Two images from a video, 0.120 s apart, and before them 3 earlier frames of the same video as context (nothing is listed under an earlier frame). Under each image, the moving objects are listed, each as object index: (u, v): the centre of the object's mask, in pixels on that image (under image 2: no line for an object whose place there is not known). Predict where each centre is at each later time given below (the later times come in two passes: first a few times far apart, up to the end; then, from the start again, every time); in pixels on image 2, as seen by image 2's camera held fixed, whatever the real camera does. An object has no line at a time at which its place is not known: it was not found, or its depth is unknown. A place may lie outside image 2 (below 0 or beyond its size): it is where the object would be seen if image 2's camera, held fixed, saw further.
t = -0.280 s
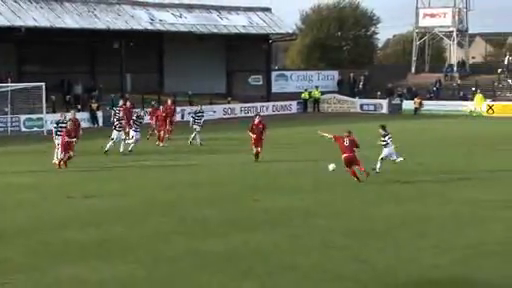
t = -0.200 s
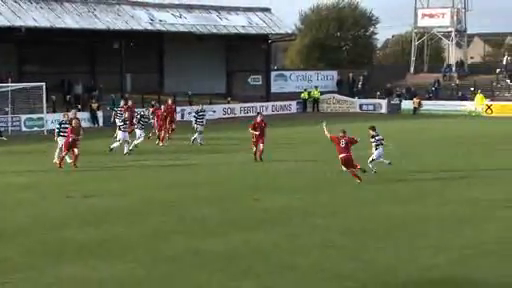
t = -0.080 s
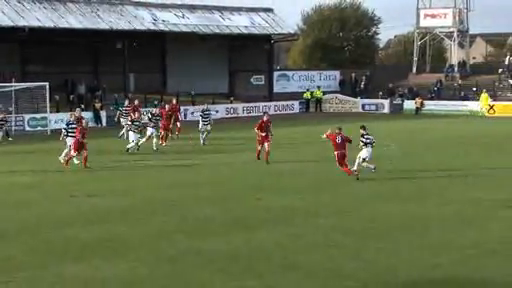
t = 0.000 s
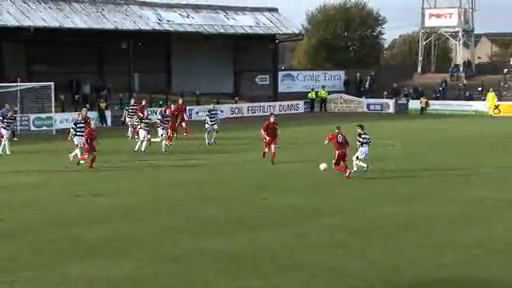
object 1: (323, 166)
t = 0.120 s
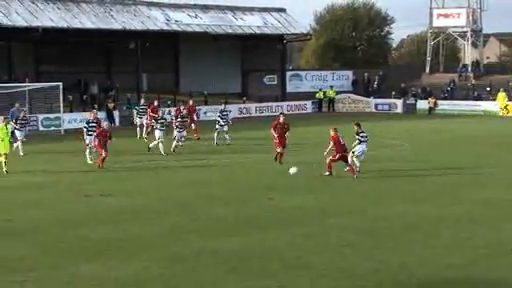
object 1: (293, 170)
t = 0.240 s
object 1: (258, 176)
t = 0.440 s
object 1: (211, 178)
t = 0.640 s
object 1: (167, 183)
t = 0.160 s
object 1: (281, 173)
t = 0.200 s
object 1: (268, 176)
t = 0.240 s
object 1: (258, 176)
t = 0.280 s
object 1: (249, 175)
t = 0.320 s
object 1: (239, 175)
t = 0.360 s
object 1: (230, 175)
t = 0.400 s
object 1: (221, 176)
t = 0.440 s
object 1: (211, 178)
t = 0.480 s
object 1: (202, 181)
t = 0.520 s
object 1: (193, 182)
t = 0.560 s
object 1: (185, 182)
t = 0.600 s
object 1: (176, 182)
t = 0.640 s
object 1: (167, 183)
